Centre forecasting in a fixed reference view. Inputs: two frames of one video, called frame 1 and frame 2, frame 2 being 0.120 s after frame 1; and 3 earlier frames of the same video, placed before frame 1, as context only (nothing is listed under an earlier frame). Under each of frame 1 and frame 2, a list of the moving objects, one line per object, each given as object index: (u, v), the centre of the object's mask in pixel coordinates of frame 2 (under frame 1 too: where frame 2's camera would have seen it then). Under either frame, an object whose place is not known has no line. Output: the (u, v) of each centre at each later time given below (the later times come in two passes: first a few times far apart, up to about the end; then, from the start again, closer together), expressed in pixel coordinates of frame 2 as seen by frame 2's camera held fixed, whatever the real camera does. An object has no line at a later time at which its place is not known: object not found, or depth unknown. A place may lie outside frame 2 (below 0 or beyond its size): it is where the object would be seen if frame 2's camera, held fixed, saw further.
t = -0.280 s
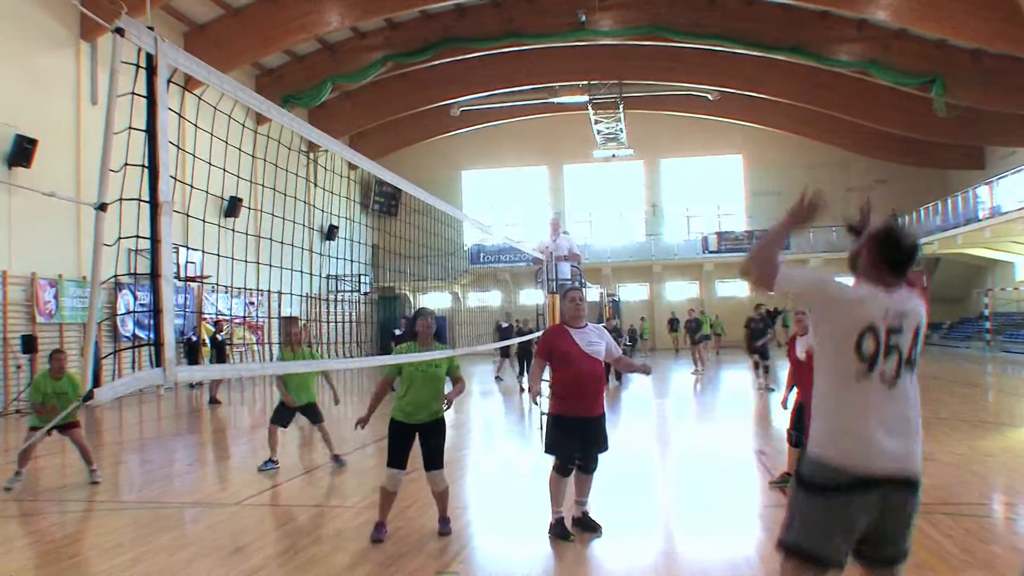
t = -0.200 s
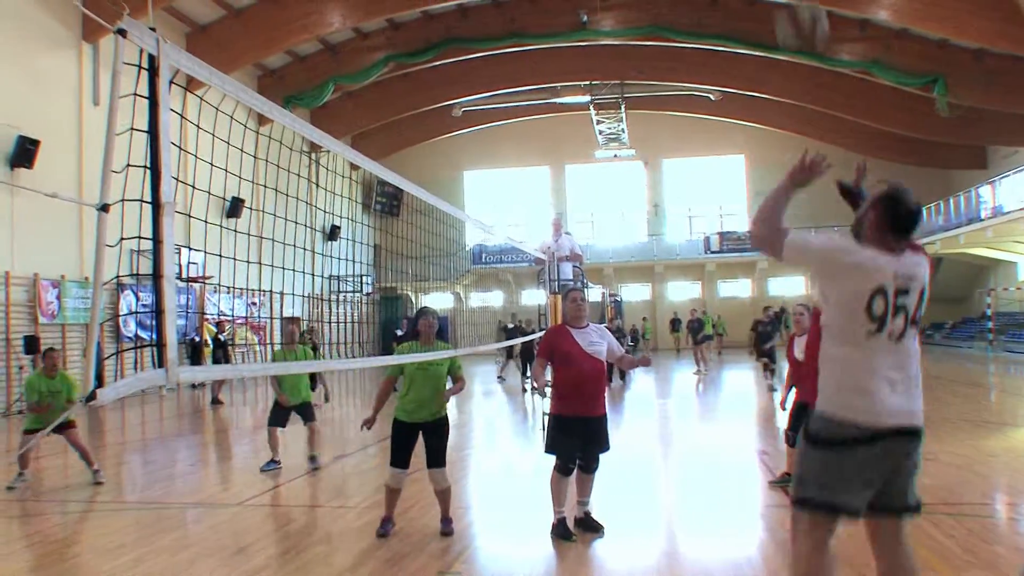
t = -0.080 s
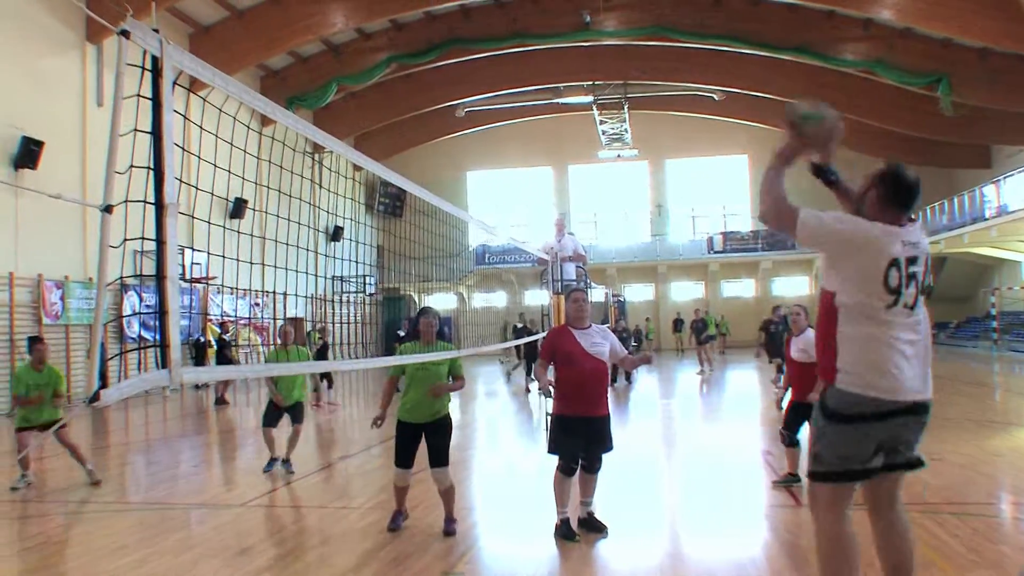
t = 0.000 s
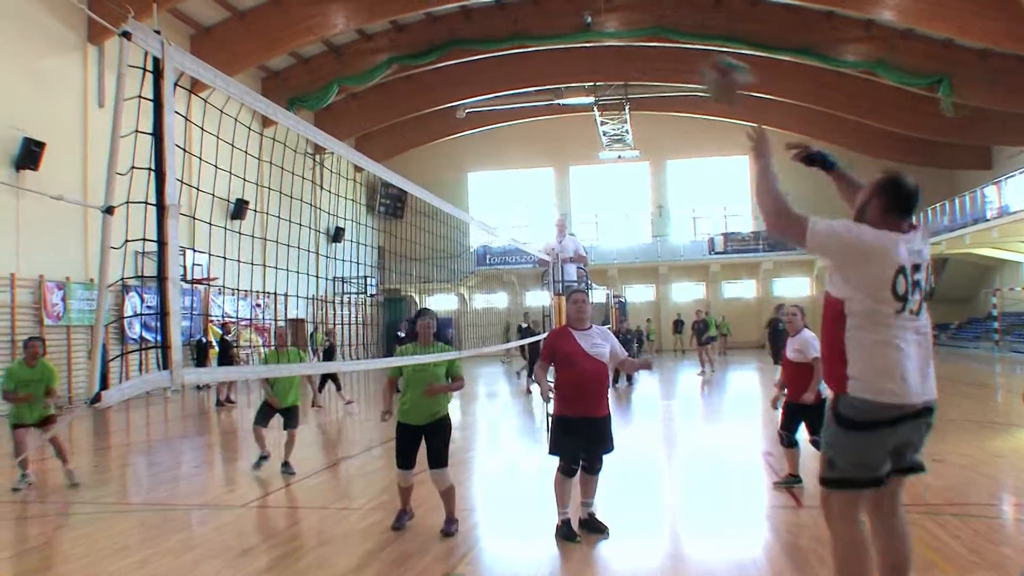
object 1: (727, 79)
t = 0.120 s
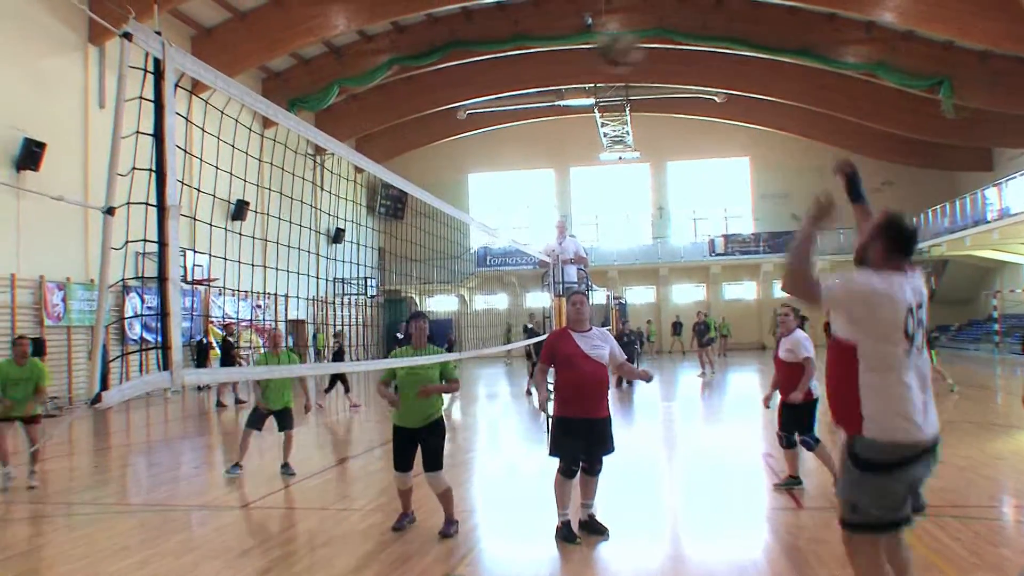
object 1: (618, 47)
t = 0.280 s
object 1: (508, 54)
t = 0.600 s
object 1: (351, 176)
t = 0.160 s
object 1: (587, 46)
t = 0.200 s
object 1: (558, 45)
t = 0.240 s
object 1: (532, 48)
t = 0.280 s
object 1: (508, 54)
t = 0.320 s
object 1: (482, 65)
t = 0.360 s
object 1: (460, 75)
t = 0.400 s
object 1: (442, 85)
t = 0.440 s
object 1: (421, 101)
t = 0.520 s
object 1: (387, 133)
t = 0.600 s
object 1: (351, 176)
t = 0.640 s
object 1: (339, 196)
